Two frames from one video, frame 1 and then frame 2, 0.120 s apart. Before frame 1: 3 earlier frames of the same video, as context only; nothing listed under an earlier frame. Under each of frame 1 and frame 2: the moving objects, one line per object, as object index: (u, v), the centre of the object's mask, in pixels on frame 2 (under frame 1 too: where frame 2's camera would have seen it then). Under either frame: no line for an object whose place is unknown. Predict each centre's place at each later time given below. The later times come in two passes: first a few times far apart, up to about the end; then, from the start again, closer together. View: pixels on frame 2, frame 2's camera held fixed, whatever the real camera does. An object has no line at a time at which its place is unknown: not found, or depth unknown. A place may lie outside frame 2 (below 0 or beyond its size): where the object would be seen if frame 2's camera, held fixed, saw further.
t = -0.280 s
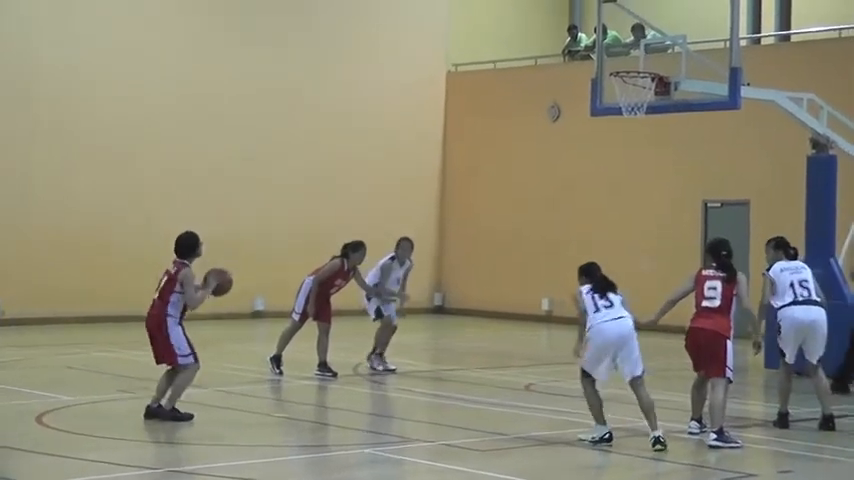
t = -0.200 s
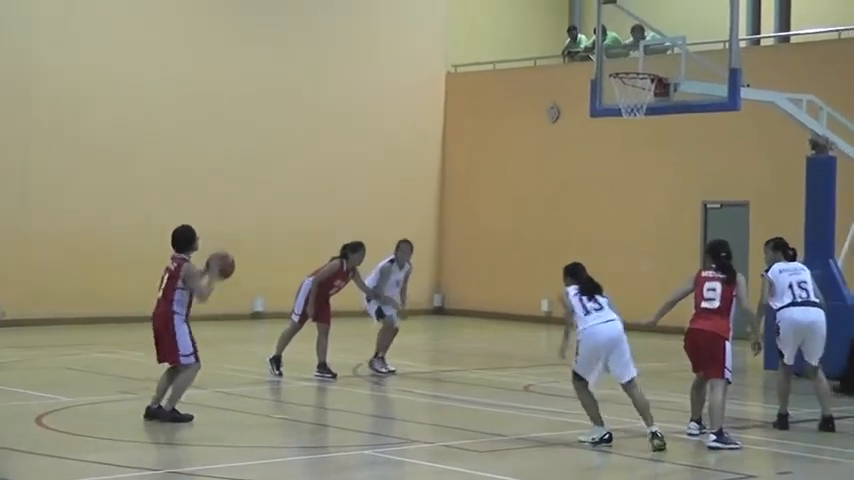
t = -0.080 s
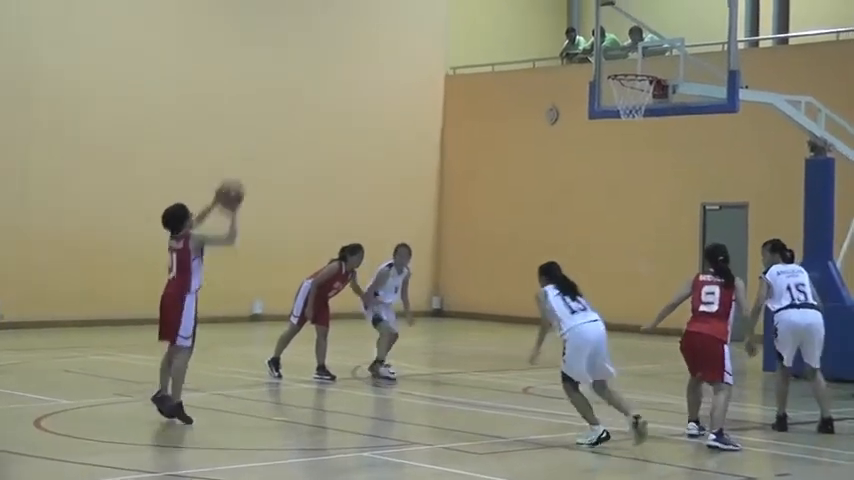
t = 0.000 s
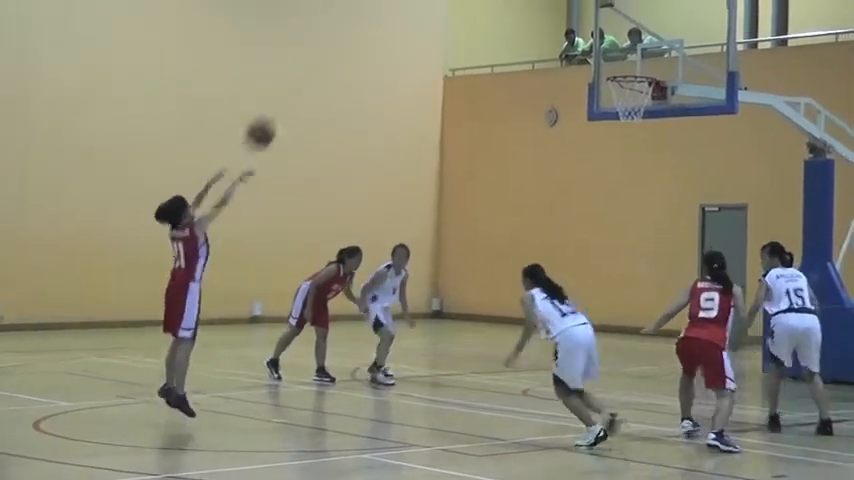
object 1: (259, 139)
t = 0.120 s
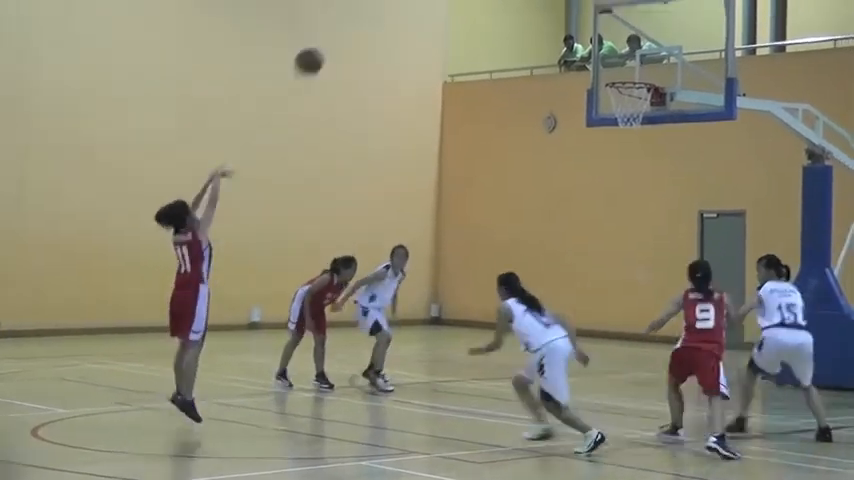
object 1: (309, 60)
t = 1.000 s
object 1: (597, 9)
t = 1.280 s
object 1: (617, 68)
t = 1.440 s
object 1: (590, 71)
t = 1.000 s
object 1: (597, 9)
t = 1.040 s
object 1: (608, 25)
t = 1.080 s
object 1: (617, 43)
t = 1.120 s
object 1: (628, 63)
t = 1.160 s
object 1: (635, 80)
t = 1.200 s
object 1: (630, 75)
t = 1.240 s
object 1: (623, 72)
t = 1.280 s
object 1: (617, 68)
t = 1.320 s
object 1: (611, 66)
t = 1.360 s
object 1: (603, 67)
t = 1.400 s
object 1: (597, 68)
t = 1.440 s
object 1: (590, 71)
